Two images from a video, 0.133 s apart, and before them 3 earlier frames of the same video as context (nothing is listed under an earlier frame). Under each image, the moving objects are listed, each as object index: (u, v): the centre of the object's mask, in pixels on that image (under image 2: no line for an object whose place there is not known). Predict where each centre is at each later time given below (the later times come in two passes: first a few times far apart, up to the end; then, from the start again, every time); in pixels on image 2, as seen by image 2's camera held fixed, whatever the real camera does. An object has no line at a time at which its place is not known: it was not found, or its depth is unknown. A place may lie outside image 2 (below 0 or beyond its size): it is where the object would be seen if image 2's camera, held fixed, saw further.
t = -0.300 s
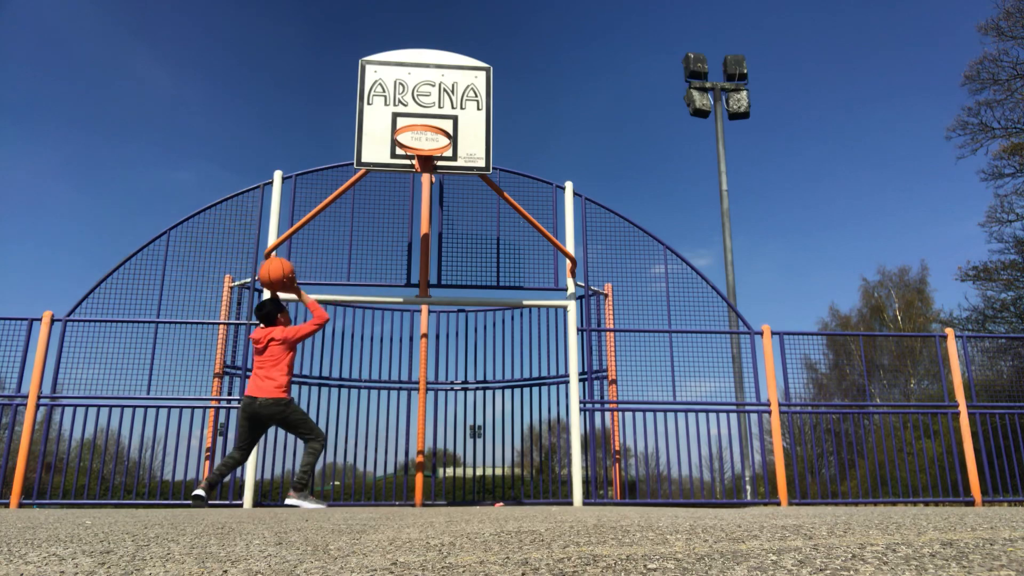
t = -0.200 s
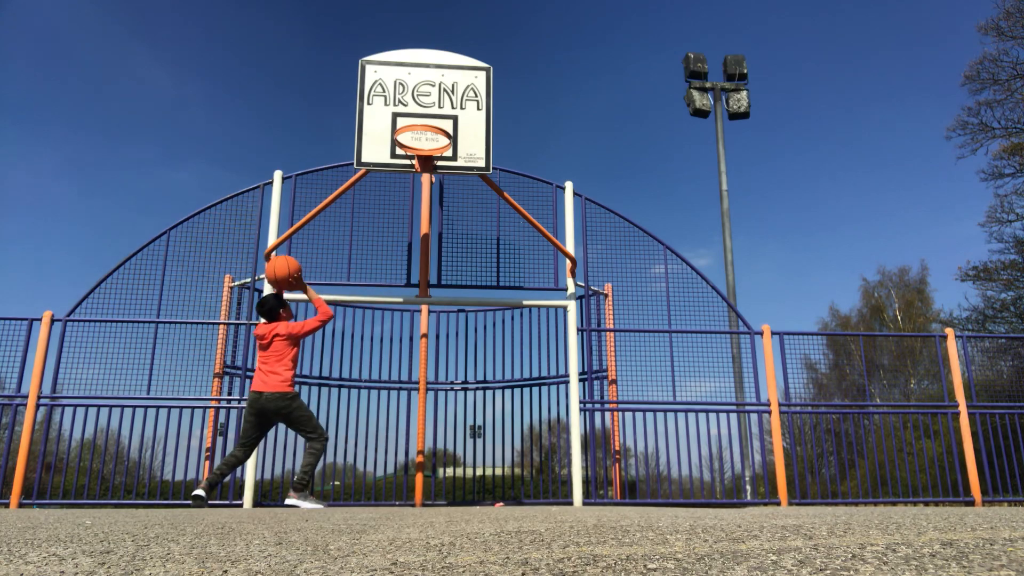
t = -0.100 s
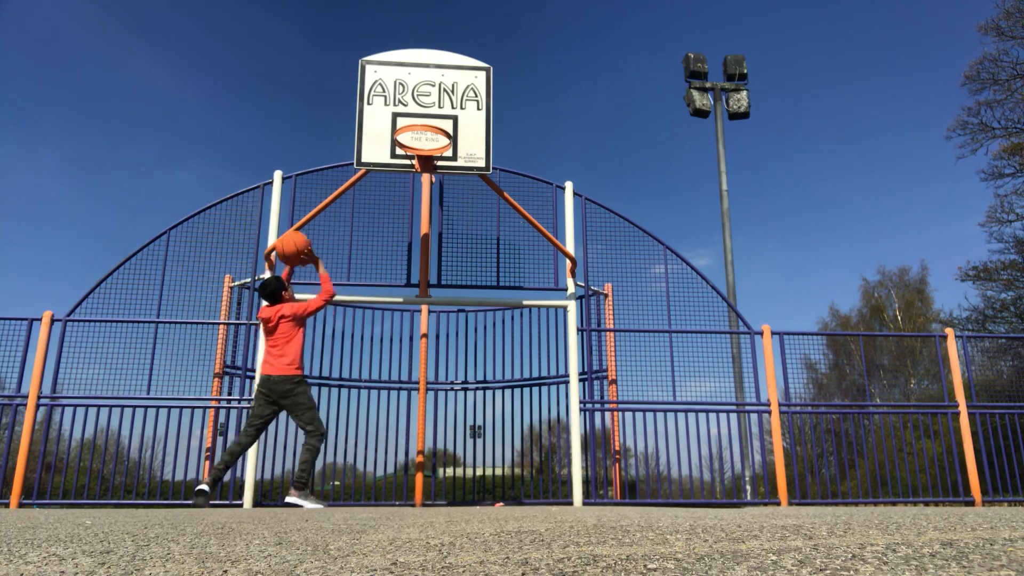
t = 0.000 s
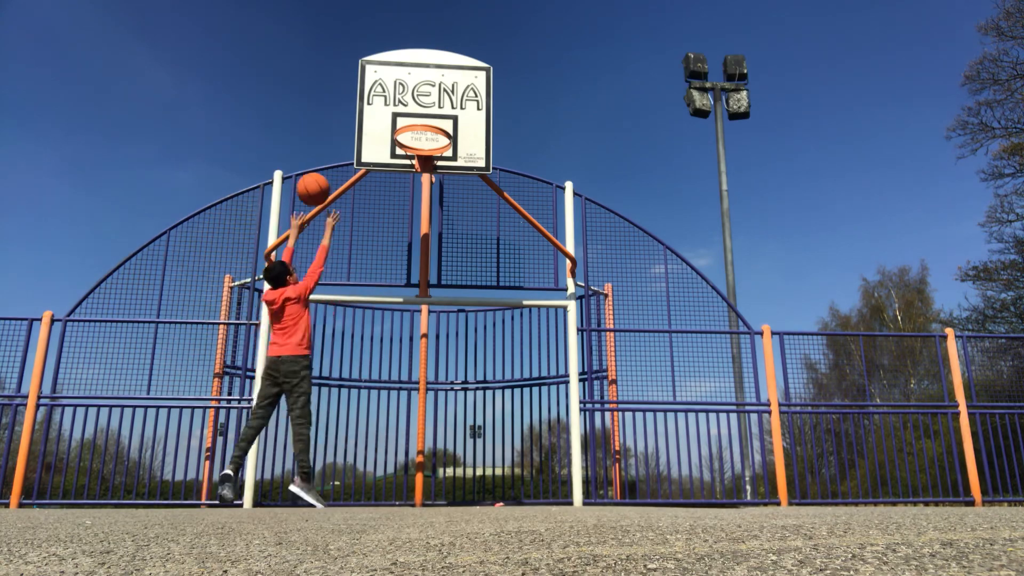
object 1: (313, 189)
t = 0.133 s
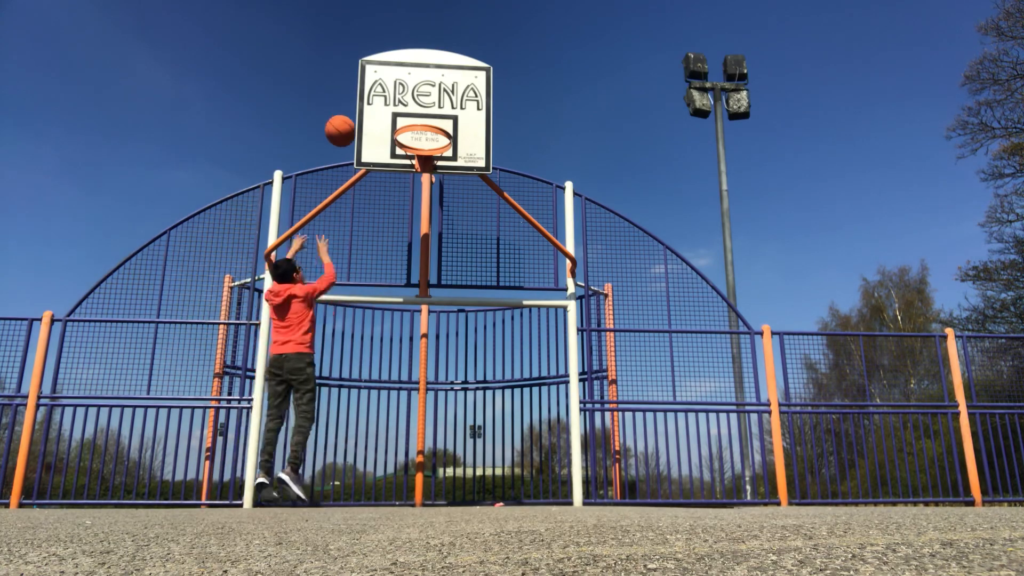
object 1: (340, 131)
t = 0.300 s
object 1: (368, 95)
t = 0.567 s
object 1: (396, 82)
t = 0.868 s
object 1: (413, 109)
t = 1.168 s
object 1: (424, 170)
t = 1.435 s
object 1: (437, 353)
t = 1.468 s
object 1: (439, 387)
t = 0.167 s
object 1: (346, 120)
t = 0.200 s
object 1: (352, 112)
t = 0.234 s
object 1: (357, 105)
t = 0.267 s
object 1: (363, 100)
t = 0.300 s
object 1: (368, 95)
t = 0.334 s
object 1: (374, 92)
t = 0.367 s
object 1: (378, 91)
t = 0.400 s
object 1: (383, 91)
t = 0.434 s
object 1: (387, 90)
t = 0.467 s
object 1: (389, 87)
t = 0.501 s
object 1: (391, 84)
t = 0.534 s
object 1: (394, 82)
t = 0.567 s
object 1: (396, 82)
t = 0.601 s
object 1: (398, 83)
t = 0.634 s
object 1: (400, 85)
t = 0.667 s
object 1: (403, 88)
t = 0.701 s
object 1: (405, 92)
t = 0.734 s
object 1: (407, 98)
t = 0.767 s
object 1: (409, 105)
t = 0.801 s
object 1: (412, 111)
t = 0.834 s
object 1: (412, 109)
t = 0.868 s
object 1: (413, 109)
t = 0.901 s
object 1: (415, 110)
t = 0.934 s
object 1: (416, 112)
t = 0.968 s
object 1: (417, 116)
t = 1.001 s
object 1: (418, 121)
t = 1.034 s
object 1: (419, 128)
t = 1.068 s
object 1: (420, 136)
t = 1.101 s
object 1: (422, 144)
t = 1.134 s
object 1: (423, 156)
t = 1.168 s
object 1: (424, 170)
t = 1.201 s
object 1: (426, 184)
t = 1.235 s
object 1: (427, 201)
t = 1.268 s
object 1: (428, 221)
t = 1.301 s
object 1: (430, 241)
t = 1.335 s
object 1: (432, 266)
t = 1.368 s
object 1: (433, 292)
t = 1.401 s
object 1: (436, 321)
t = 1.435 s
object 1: (437, 353)
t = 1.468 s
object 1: (439, 387)
